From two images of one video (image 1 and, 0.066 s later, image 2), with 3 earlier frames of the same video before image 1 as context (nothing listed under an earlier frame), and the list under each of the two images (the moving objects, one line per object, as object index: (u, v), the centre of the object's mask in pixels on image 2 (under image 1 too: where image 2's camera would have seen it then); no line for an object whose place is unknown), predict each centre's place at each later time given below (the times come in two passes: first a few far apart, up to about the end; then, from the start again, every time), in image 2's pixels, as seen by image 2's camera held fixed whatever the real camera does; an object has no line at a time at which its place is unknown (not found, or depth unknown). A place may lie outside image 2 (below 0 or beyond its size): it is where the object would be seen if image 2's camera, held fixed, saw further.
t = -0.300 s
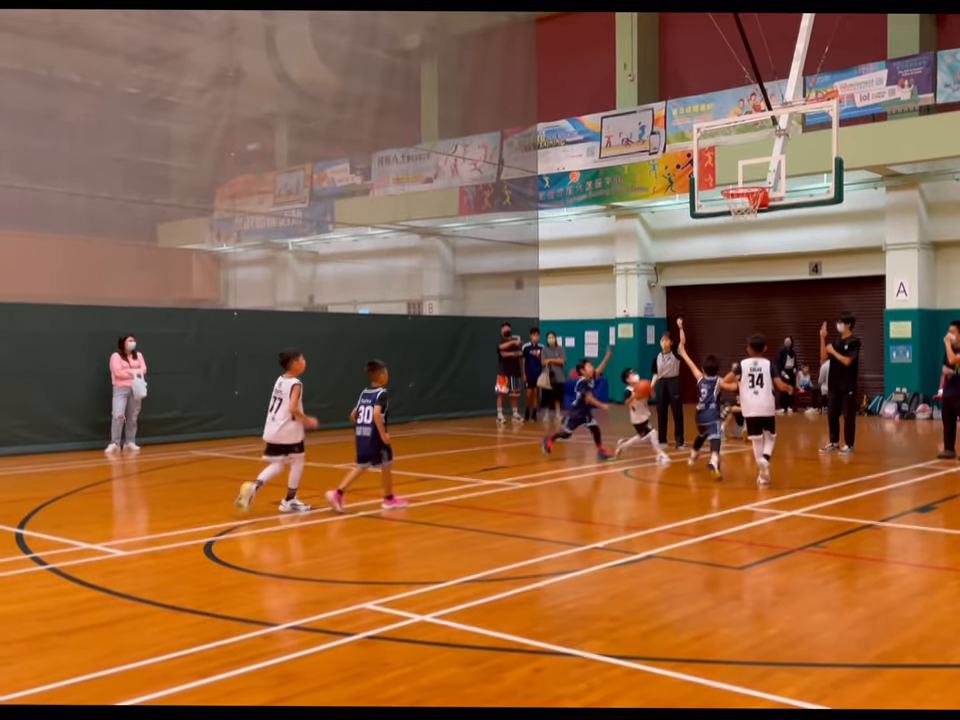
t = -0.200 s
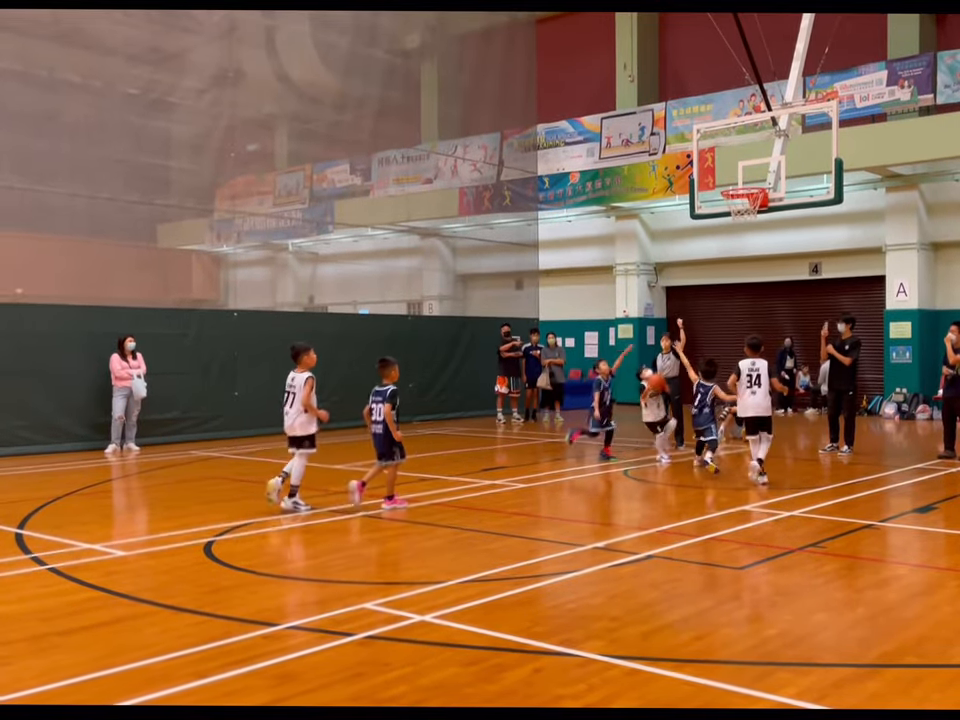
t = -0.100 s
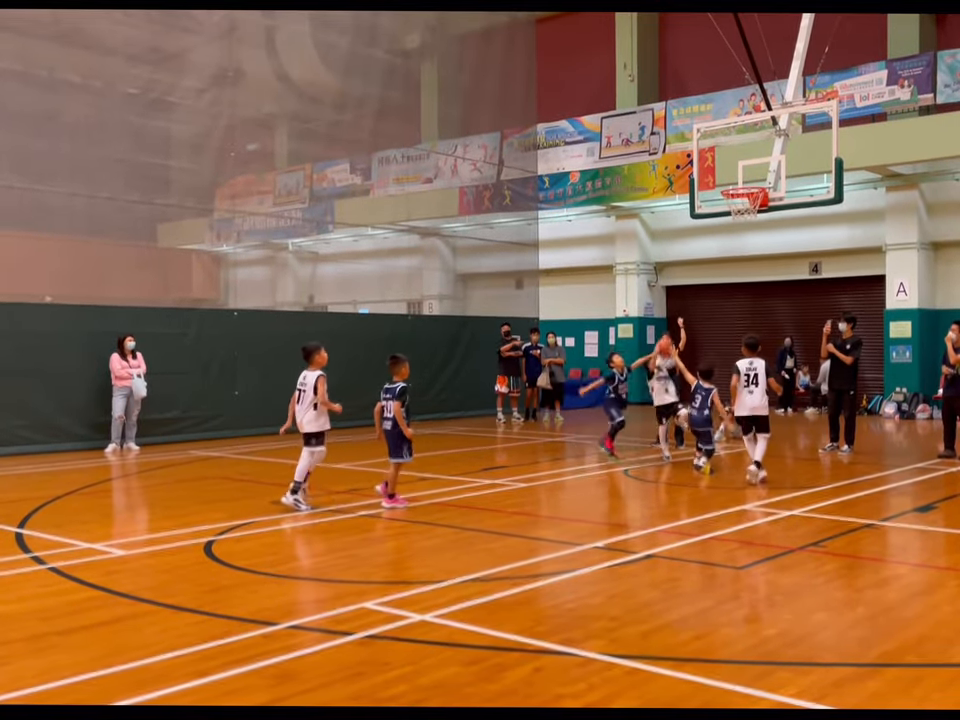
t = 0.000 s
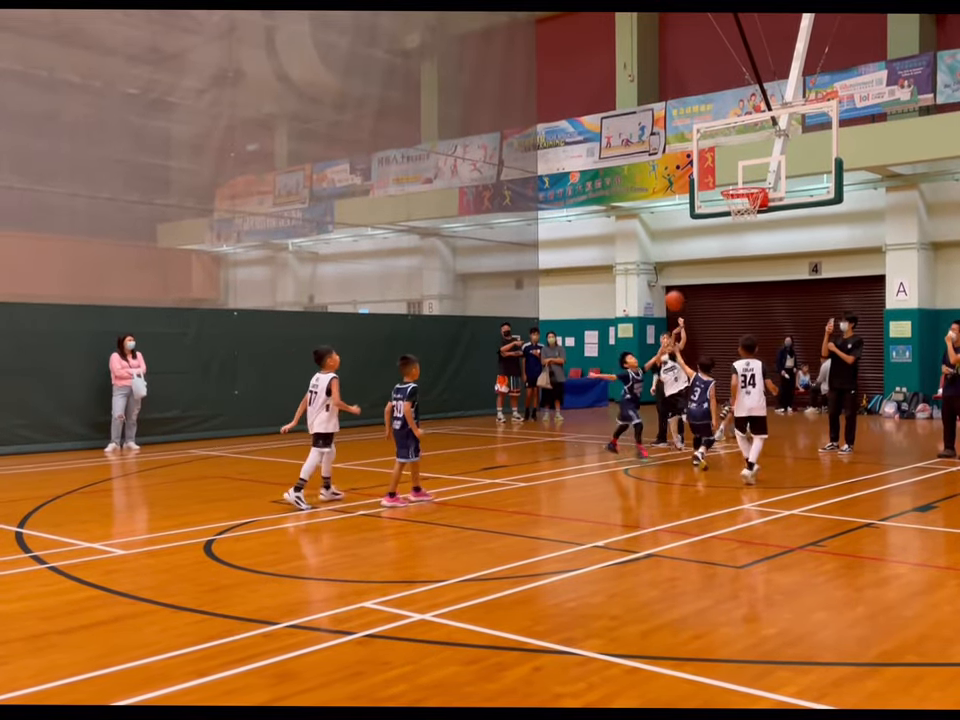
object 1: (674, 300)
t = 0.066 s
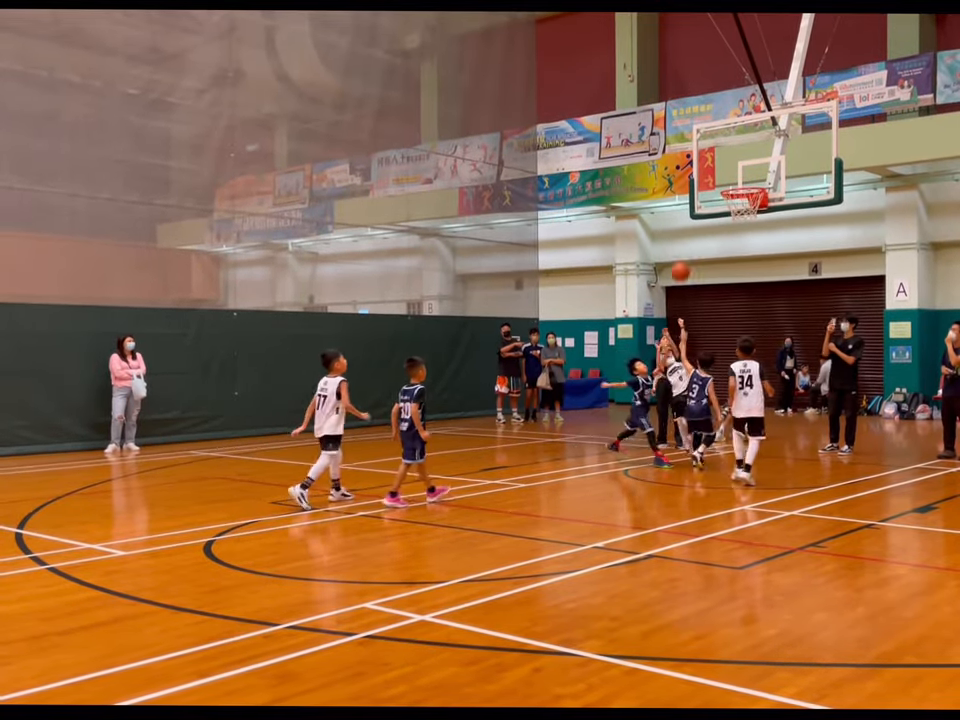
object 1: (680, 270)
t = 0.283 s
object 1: (701, 201)
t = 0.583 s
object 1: (730, 169)
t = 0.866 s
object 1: (749, 205)
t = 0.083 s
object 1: (681, 264)
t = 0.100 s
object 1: (683, 258)
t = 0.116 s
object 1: (685, 251)
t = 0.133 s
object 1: (687, 245)
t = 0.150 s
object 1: (688, 239)
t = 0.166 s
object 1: (690, 233)
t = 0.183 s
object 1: (691, 228)
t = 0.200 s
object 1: (693, 223)
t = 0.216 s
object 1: (694, 218)
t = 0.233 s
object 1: (697, 214)
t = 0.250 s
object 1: (698, 209)
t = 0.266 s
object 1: (699, 205)
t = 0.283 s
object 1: (701, 201)
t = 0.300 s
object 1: (703, 197)
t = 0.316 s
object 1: (704, 193)
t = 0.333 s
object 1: (706, 189)
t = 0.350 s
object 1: (707, 187)
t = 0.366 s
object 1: (709, 184)
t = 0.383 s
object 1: (711, 181)
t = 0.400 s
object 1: (712, 179)
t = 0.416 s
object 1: (714, 177)
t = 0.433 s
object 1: (716, 175)
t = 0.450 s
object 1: (717, 173)
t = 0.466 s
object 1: (719, 172)
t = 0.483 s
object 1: (720, 171)
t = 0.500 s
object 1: (722, 170)
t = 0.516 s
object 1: (724, 170)
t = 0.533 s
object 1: (726, 169)
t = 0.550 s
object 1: (727, 169)
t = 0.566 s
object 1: (729, 169)
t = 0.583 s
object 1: (730, 169)
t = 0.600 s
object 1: (732, 169)
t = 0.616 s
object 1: (734, 170)
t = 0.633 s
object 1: (735, 171)
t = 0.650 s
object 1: (737, 173)
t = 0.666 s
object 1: (739, 174)
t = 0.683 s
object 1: (740, 176)
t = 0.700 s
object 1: (742, 177)
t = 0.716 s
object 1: (744, 179)
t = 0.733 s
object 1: (746, 181)
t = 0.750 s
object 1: (747, 181)
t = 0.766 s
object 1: (749, 186)
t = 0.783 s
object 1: (749, 191)
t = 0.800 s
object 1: (749, 196)
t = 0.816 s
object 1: (749, 199)
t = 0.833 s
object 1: (749, 199)
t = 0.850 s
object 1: (748, 203)
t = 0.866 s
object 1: (749, 205)
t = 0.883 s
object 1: (749, 208)
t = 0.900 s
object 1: (749, 212)
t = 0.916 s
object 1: (749, 218)
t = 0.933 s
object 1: (748, 221)
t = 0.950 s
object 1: (748, 224)
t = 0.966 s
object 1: (747, 230)
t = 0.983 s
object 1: (747, 234)
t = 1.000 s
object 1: (746, 239)
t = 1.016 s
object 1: (746, 245)
